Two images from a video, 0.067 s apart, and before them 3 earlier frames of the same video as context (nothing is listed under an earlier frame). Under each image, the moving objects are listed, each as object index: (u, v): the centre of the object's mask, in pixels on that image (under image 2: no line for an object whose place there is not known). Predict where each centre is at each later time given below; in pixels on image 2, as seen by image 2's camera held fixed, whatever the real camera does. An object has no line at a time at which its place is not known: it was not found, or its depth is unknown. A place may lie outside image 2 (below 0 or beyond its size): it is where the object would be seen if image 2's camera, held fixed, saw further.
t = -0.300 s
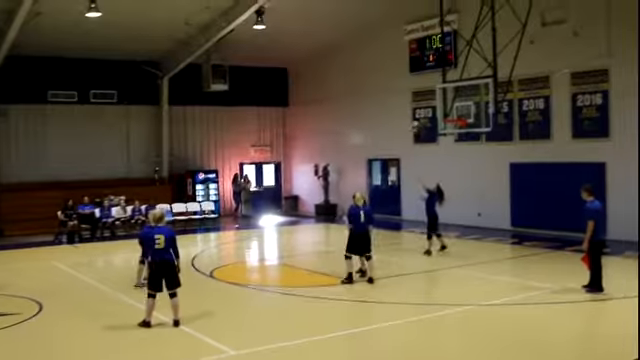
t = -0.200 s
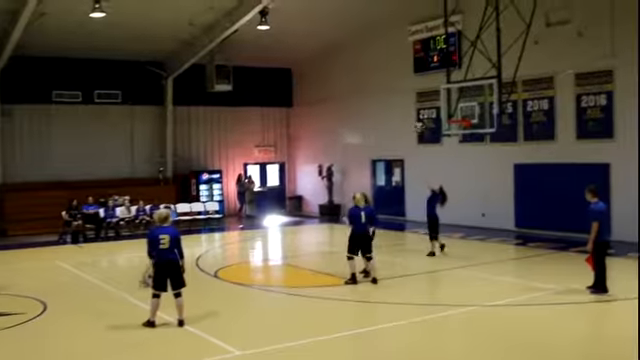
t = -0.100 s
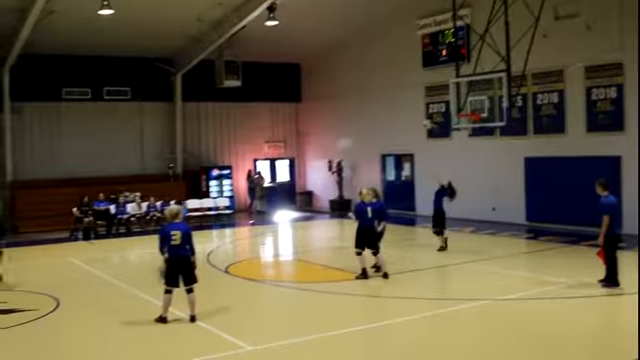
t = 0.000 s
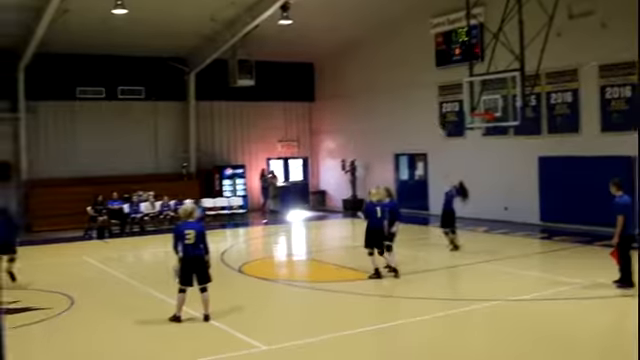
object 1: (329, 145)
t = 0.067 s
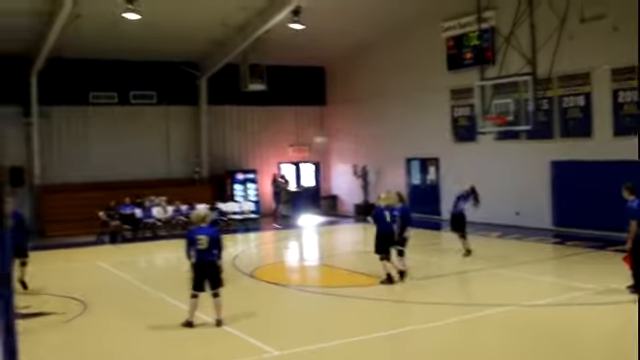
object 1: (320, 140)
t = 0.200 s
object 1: (255, 128)
